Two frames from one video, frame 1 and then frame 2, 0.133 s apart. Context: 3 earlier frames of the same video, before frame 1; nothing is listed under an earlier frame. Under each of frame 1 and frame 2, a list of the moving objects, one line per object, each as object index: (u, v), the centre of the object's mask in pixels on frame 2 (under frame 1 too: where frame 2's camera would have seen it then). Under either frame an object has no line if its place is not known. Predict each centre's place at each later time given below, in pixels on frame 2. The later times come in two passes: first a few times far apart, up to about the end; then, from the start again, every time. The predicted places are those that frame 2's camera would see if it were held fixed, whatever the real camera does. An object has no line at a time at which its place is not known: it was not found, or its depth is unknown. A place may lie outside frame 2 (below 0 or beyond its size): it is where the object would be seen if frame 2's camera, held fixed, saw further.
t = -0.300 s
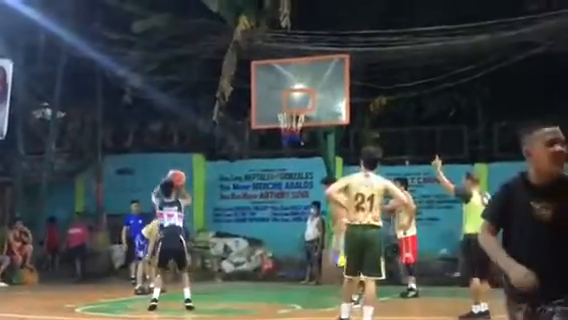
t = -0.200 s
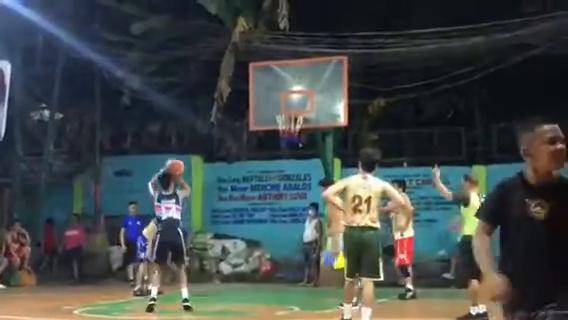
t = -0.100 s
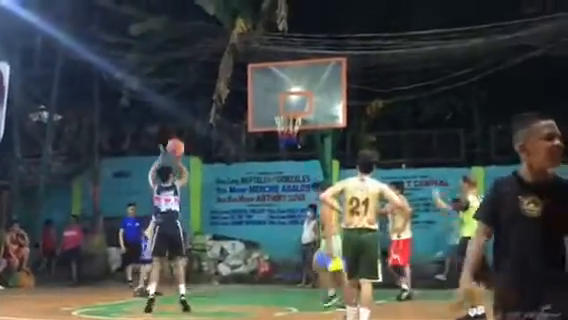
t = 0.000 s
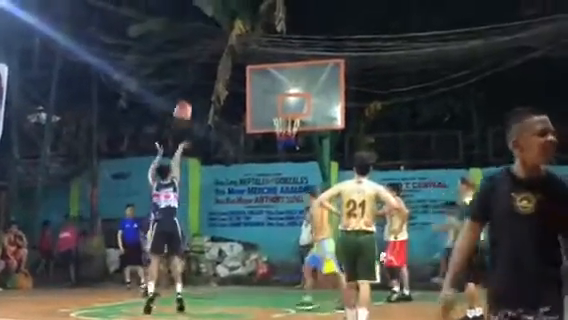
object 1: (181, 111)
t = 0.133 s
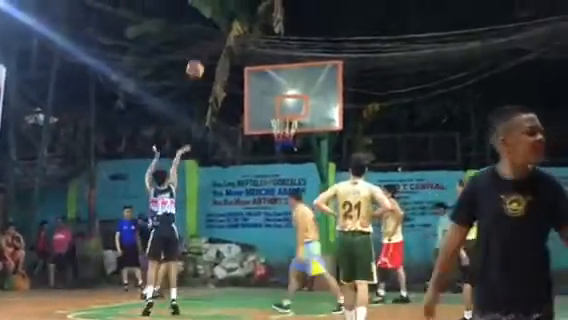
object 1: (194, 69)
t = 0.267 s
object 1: (208, 38)
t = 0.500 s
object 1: (230, 16)
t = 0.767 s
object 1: (253, 30)
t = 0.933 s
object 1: (265, 58)
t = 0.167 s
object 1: (198, 60)
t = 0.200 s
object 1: (202, 52)
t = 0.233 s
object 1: (205, 45)
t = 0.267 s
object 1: (208, 38)
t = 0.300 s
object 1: (212, 33)
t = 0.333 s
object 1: (215, 28)
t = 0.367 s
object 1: (218, 24)
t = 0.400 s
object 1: (221, 21)
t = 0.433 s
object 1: (224, 18)
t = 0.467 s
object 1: (226, 17)
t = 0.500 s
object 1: (230, 16)
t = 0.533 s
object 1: (233, 15)
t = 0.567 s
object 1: (236, 16)
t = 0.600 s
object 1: (239, 18)
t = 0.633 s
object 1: (241, 18)
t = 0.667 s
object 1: (243, 20)
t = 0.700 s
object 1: (247, 22)
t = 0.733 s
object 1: (250, 25)
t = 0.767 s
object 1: (253, 30)
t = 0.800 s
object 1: (255, 35)
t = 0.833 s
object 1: (257, 39)
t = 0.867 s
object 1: (260, 46)
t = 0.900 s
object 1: (263, 51)
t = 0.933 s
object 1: (265, 58)
